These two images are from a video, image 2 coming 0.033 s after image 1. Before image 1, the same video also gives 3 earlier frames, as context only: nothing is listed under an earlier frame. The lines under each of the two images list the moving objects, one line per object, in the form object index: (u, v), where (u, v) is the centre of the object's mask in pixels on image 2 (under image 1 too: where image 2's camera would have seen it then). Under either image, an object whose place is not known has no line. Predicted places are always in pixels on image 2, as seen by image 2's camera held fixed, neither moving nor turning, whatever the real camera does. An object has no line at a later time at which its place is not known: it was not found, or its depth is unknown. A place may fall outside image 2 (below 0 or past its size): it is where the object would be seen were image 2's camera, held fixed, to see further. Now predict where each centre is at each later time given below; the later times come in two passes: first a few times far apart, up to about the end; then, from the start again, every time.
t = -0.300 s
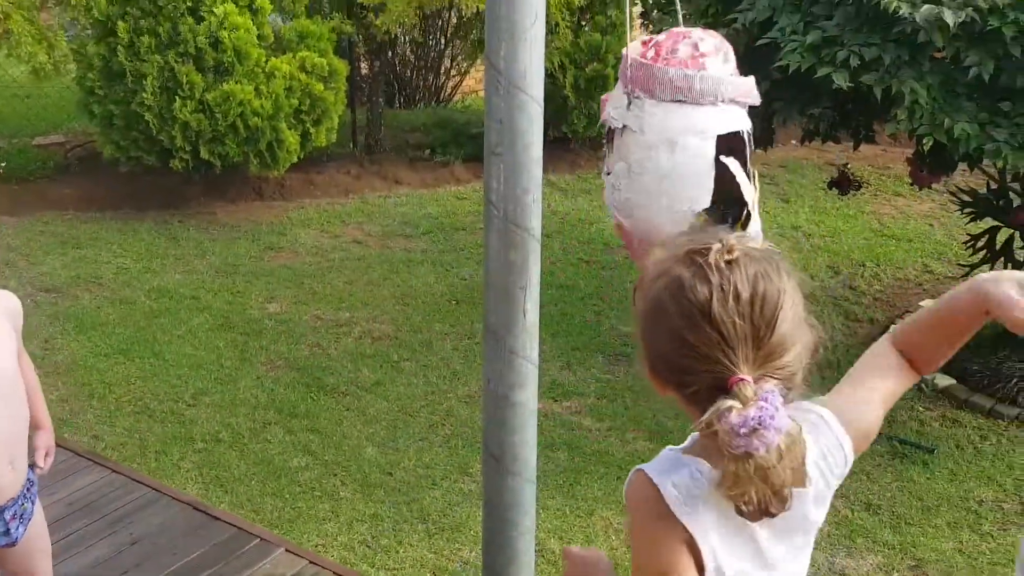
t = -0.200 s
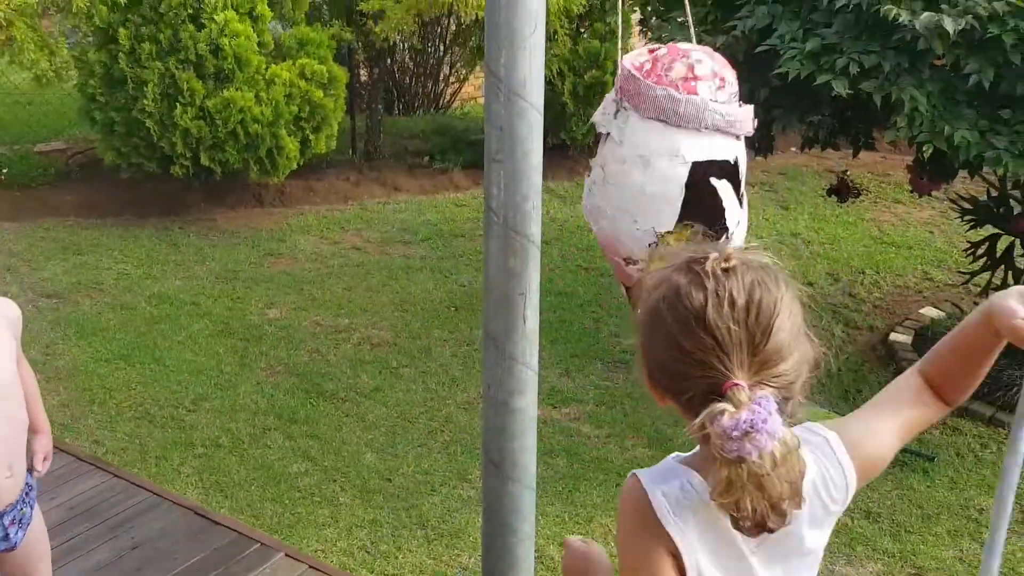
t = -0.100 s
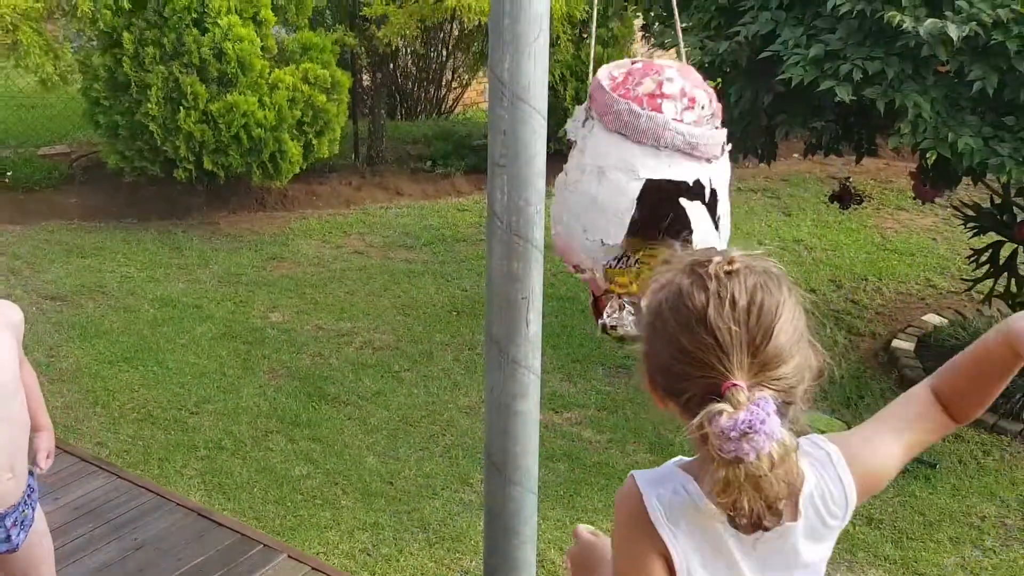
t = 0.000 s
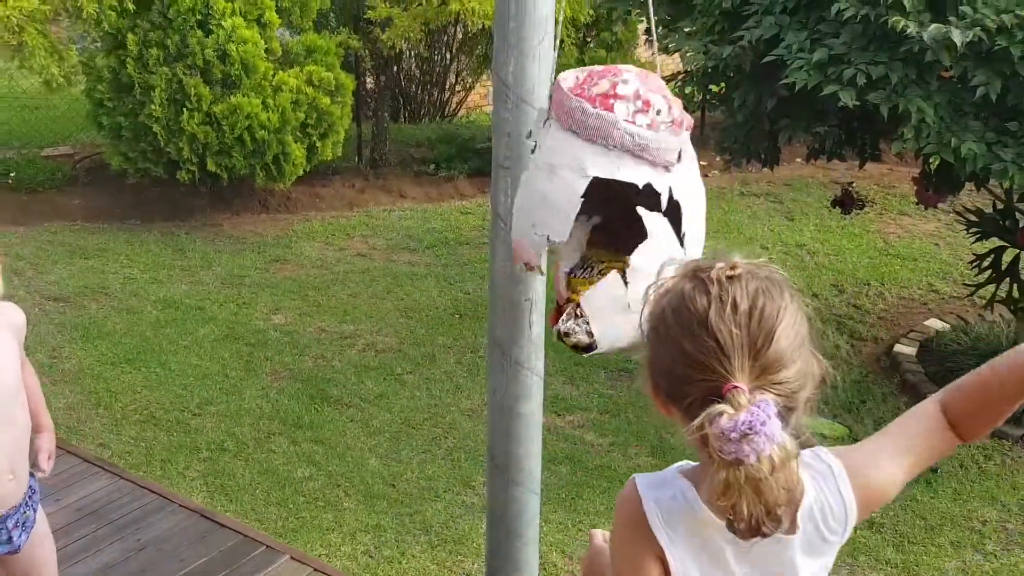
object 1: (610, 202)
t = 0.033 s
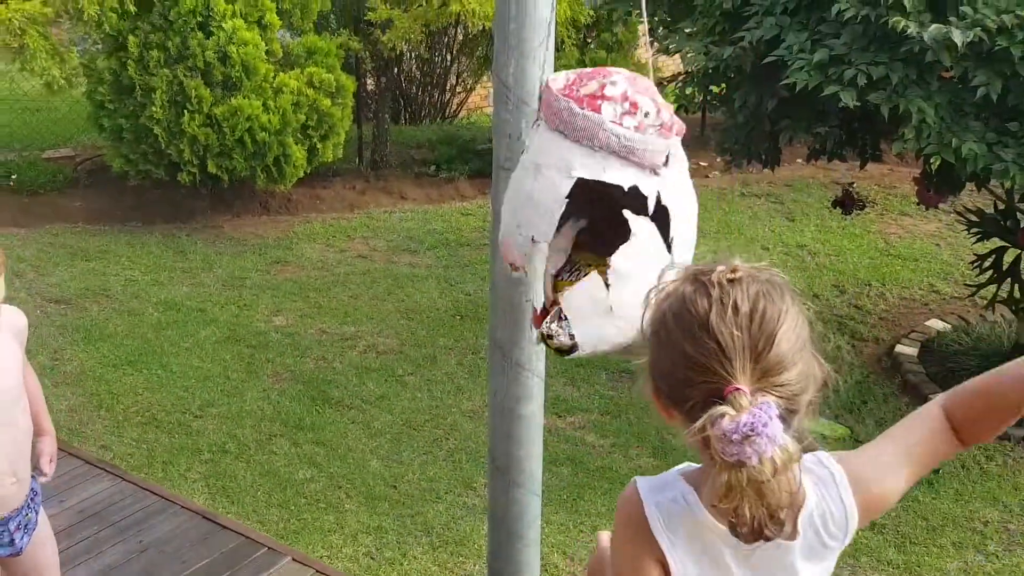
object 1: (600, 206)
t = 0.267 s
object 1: (515, 231)
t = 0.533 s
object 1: (435, 238)
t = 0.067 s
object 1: (590, 212)
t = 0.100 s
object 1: (578, 217)
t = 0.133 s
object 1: (567, 220)
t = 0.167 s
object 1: (554, 223)
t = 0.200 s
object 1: (541, 227)
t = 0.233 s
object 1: (528, 229)
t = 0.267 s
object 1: (515, 231)
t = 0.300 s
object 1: (504, 231)
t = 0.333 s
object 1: (493, 232)
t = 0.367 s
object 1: (482, 234)
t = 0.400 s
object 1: (471, 235)
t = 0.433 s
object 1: (461, 236)
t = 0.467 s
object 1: (451, 236)
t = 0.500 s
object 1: (443, 237)
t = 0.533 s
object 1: (435, 238)
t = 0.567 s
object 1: (428, 238)
